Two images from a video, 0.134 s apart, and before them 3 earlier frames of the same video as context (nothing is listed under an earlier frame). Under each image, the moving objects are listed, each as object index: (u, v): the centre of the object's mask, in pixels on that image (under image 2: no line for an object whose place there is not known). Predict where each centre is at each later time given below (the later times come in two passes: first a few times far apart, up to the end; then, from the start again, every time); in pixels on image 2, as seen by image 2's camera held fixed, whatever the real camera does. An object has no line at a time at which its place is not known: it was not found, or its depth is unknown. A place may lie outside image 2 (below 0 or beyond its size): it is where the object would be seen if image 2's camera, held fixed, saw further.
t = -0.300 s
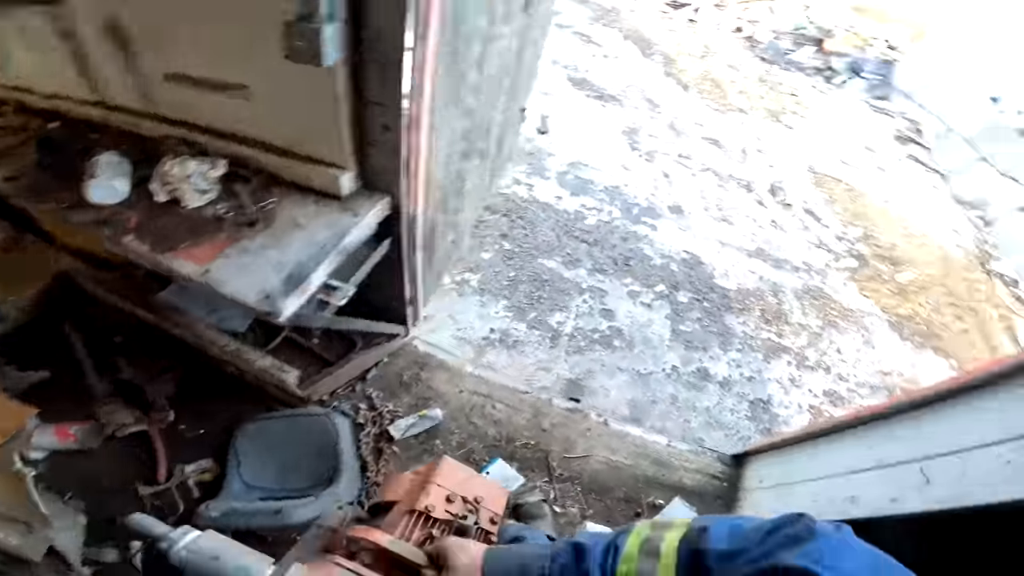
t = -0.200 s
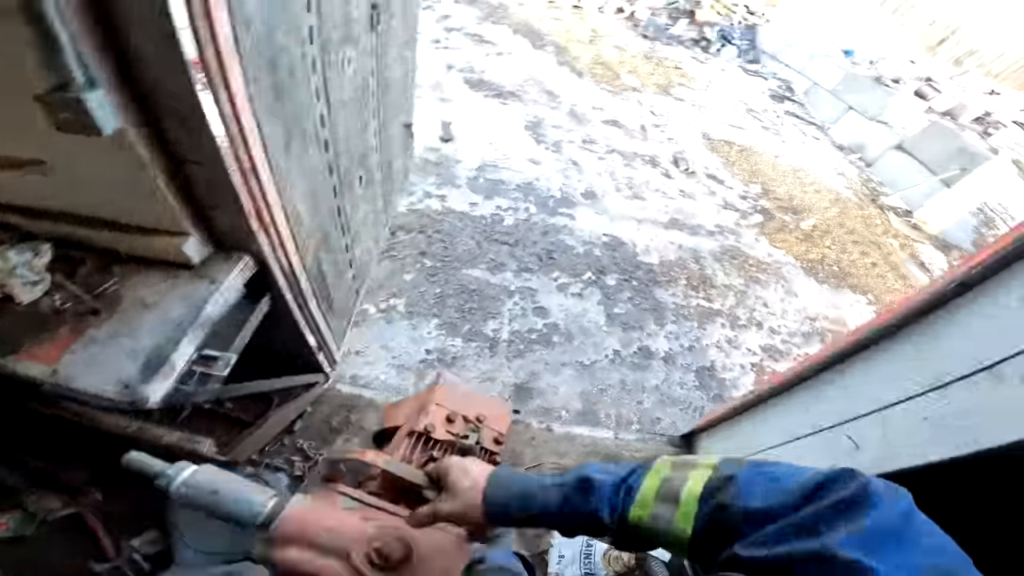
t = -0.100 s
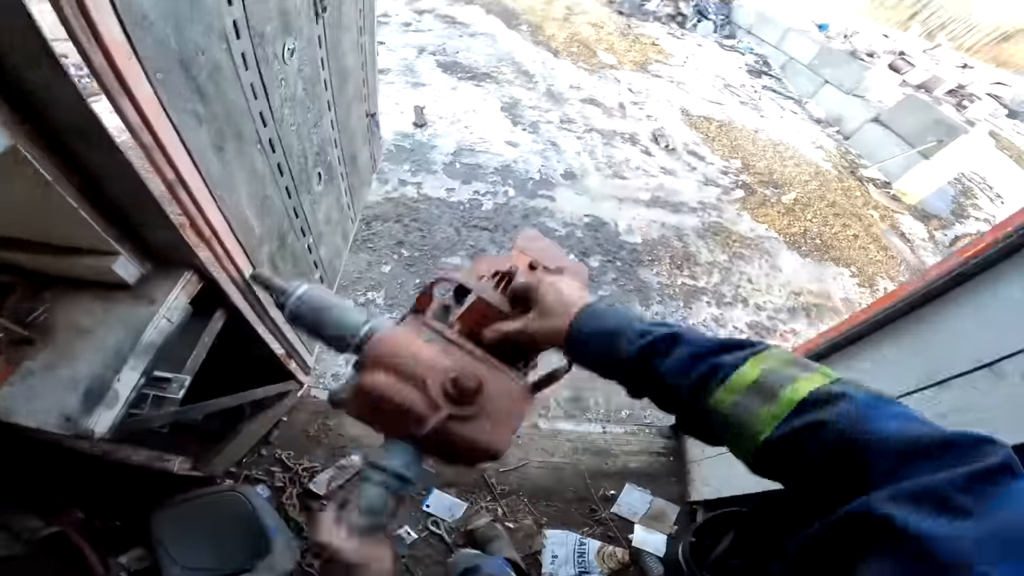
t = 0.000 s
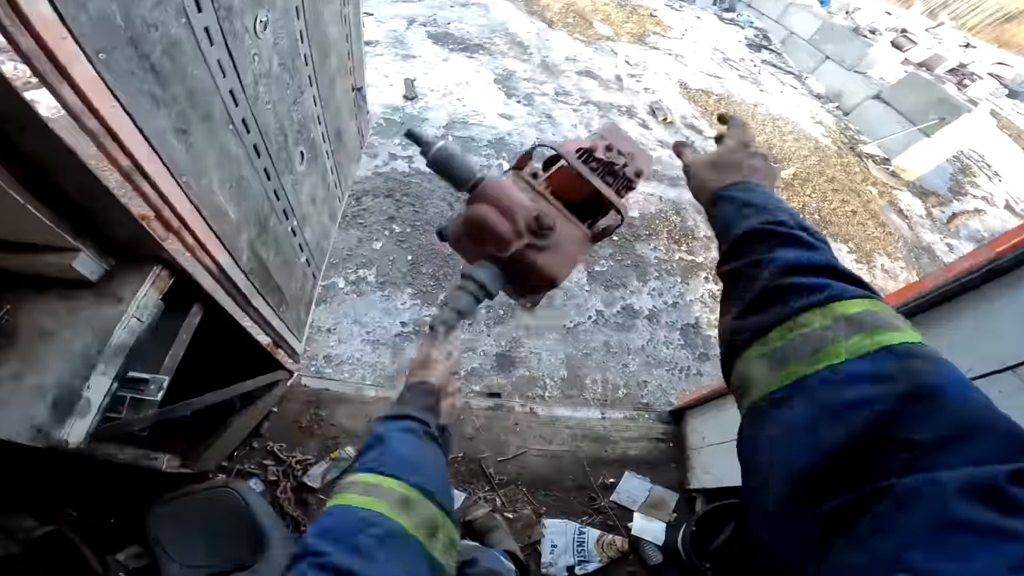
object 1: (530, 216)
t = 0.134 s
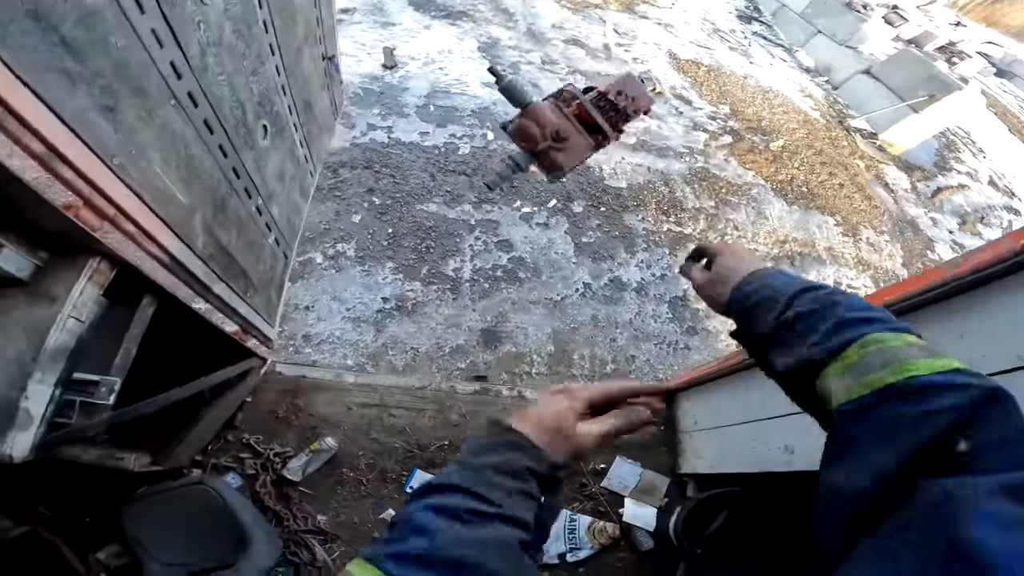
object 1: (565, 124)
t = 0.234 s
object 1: (575, 120)
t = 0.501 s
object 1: (566, 153)
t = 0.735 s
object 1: (634, 161)
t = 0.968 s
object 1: (703, 163)
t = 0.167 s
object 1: (569, 119)
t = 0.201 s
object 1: (572, 118)
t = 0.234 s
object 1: (575, 120)
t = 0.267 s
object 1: (576, 121)
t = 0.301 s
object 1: (577, 125)
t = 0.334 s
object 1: (576, 129)
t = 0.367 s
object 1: (574, 133)
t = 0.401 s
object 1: (574, 138)
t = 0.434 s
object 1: (573, 143)
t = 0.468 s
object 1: (570, 147)
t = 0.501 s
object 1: (566, 153)
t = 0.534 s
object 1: (568, 157)
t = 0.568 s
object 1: (578, 159)
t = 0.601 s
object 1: (588, 157)
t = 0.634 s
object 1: (601, 154)
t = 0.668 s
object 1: (613, 155)
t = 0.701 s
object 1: (627, 158)
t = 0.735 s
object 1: (634, 161)
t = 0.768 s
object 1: (642, 159)
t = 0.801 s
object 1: (654, 162)
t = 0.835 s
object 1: (663, 164)
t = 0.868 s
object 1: (671, 164)
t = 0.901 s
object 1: (684, 164)
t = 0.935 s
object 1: (693, 163)
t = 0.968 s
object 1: (703, 163)
